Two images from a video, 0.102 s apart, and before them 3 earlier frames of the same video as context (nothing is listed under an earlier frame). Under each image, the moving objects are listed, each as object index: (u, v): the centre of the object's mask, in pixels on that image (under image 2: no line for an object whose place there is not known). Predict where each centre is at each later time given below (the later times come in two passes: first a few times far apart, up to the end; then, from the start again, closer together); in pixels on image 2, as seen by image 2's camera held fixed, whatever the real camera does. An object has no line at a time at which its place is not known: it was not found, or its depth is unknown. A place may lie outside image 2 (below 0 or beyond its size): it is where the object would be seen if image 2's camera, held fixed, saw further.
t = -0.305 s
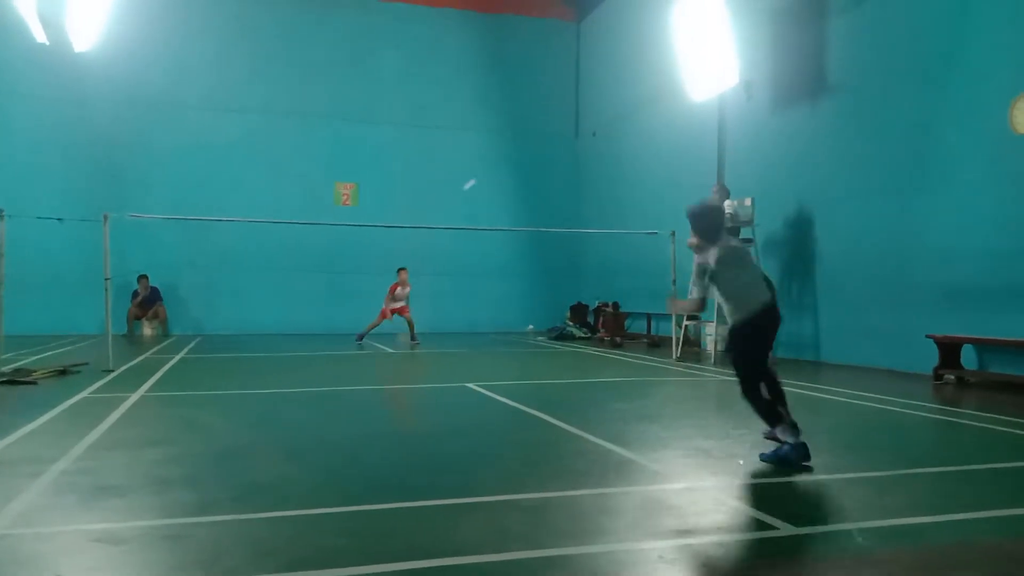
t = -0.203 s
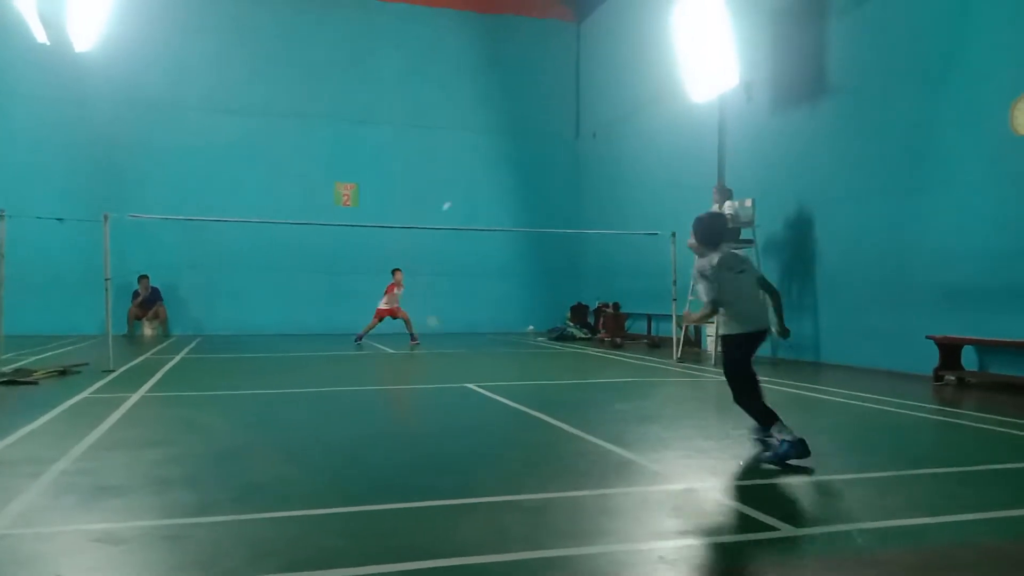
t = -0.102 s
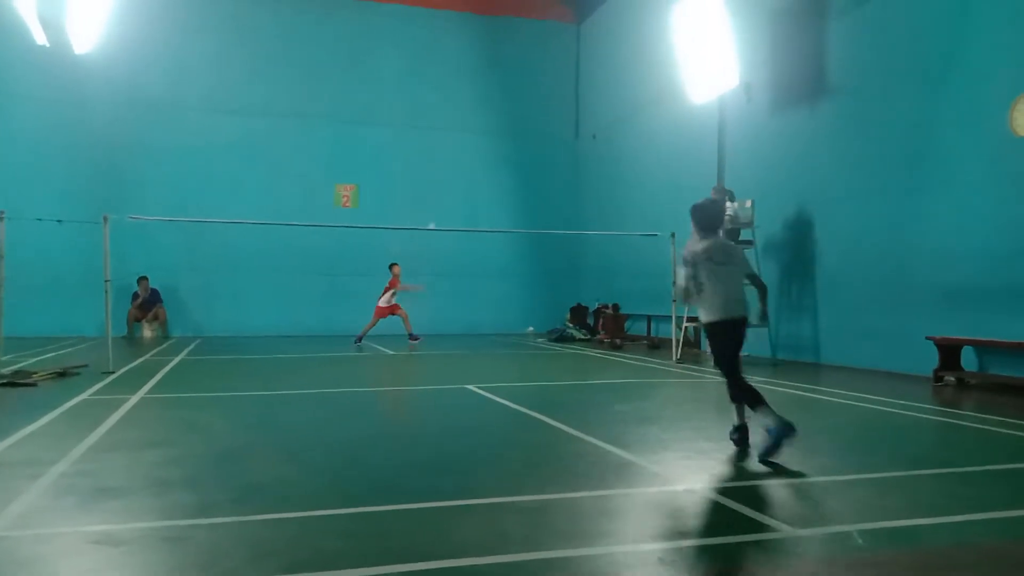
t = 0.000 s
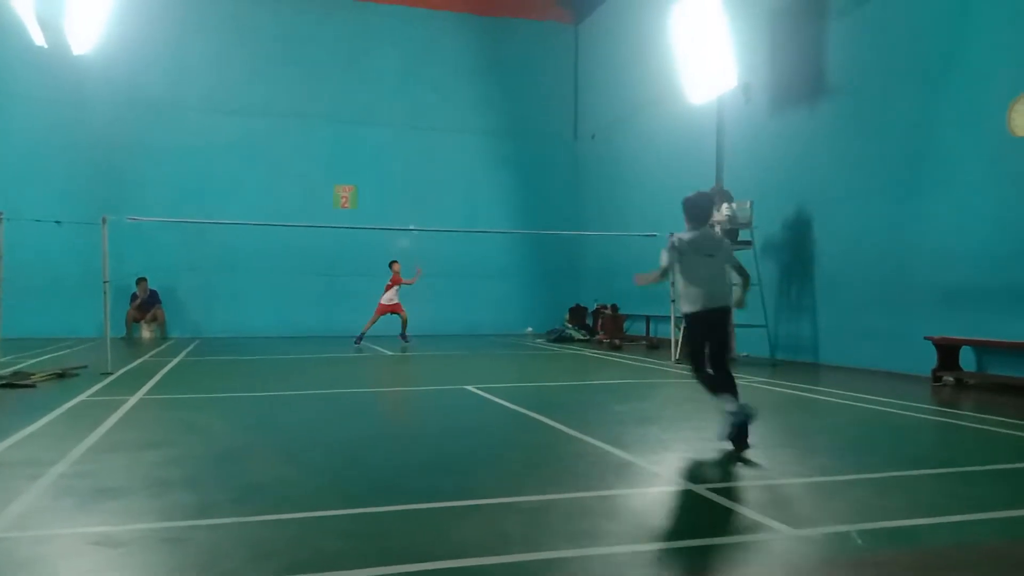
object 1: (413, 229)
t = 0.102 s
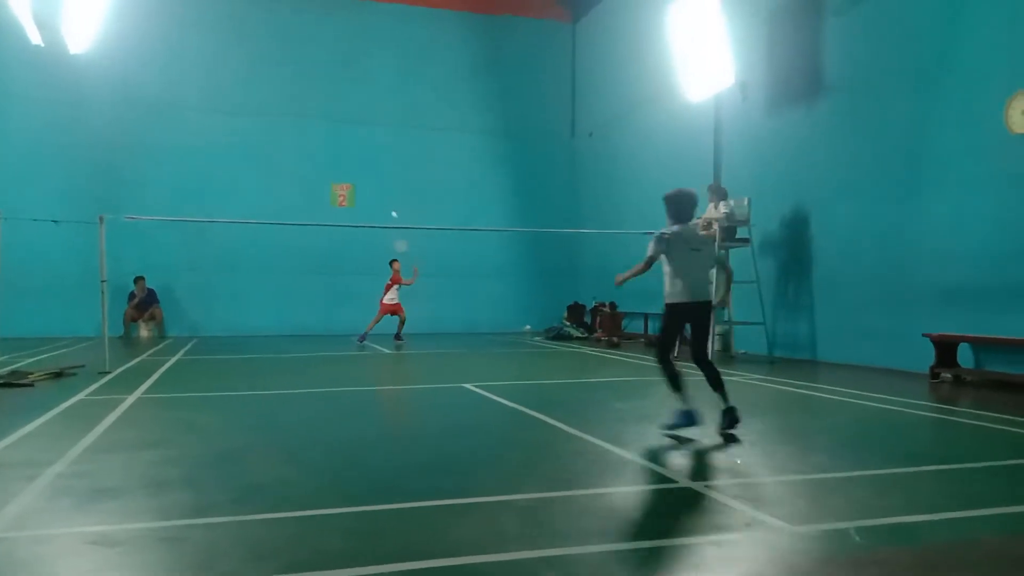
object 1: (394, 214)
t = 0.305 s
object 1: (369, 204)
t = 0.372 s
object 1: (359, 207)
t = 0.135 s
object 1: (391, 213)
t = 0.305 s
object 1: (369, 204)
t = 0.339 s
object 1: (364, 205)
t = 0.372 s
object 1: (359, 207)
